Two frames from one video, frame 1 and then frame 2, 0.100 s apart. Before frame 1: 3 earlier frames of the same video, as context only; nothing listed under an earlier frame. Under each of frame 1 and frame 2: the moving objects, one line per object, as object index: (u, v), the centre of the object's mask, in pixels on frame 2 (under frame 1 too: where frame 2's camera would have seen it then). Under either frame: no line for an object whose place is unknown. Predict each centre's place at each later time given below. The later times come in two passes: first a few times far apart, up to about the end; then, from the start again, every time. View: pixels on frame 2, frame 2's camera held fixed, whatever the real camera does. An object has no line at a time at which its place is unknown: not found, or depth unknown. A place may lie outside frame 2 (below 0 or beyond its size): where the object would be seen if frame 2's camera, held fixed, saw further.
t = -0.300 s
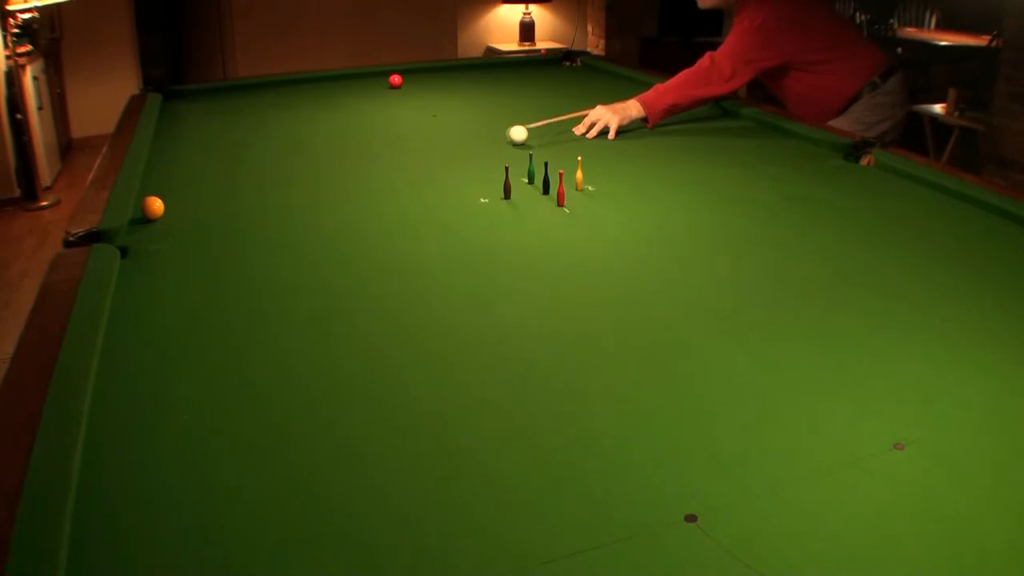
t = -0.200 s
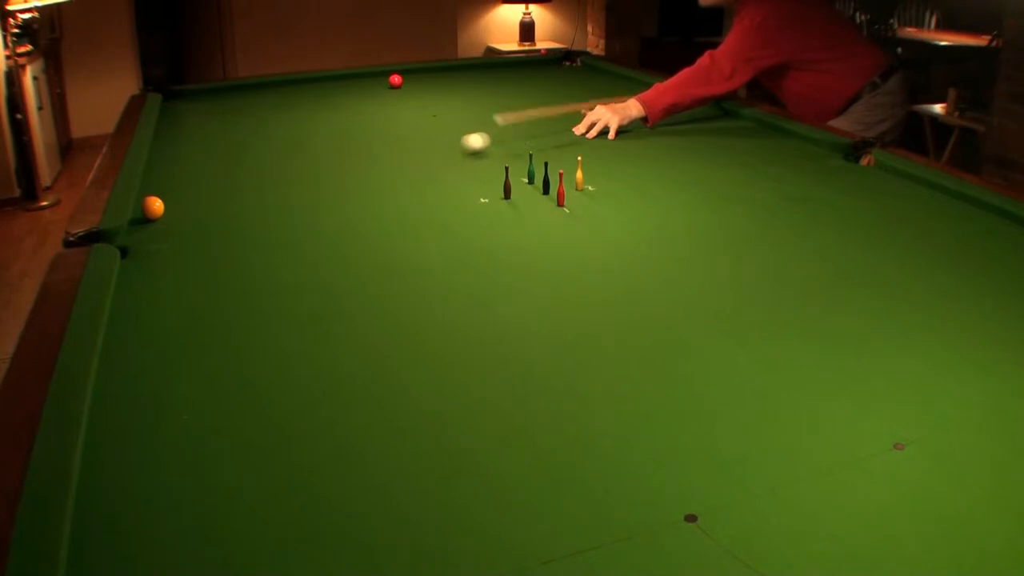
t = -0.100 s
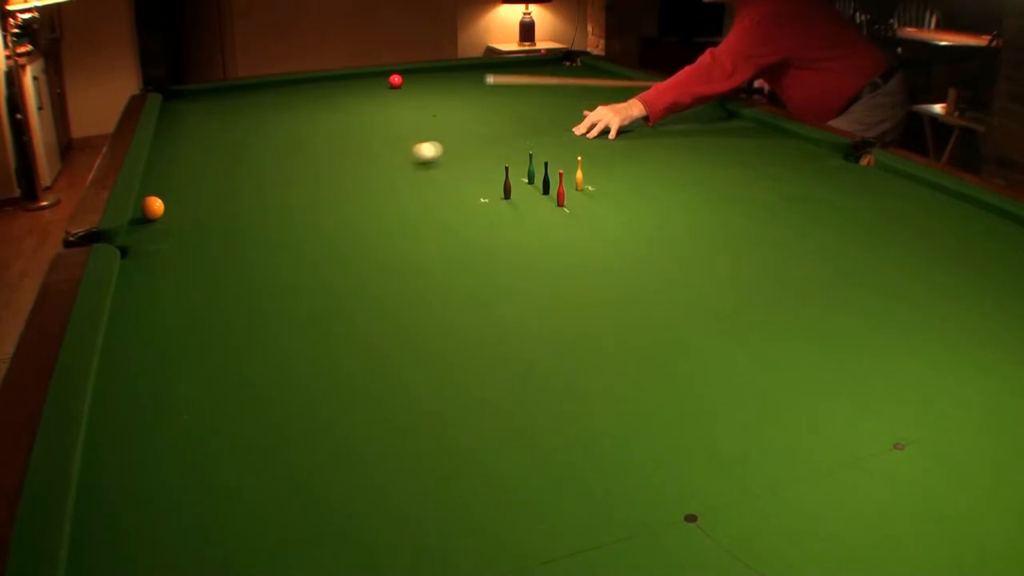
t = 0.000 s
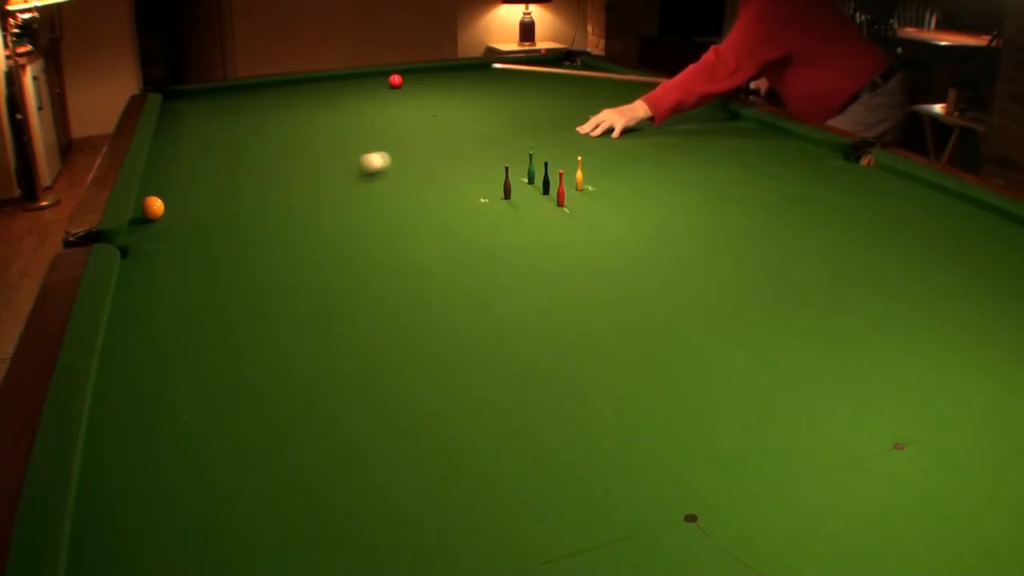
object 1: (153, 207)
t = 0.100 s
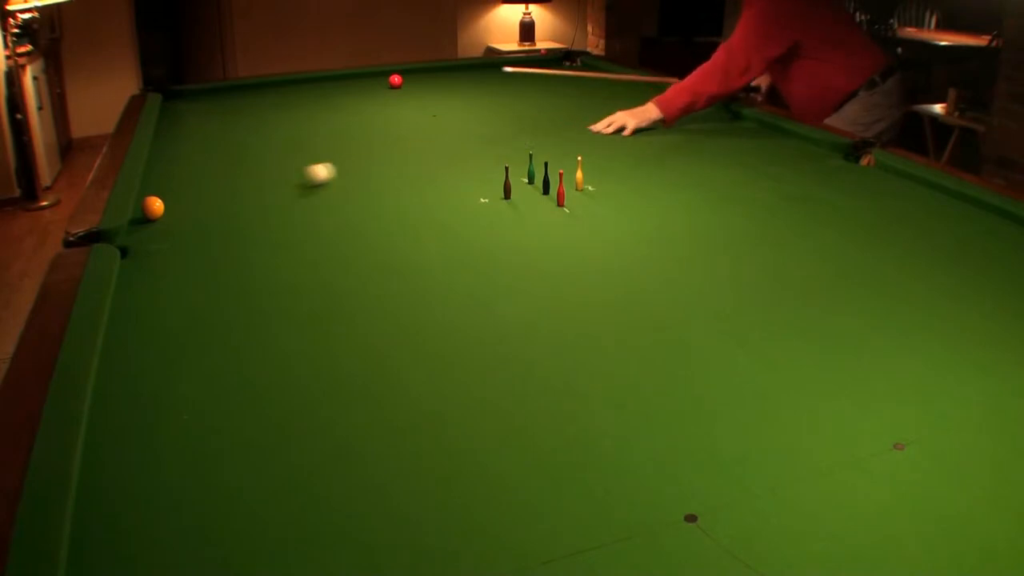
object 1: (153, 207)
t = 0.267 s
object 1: (153, 207)
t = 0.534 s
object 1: (212, 196)
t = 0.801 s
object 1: (302, 181)
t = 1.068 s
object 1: (384, 167)
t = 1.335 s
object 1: (458, 156)
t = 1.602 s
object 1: (522, 147)
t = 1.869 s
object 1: (580, 140)
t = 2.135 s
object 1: (631, 133)
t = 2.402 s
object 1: (676, 127)
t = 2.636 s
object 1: (710, 123)
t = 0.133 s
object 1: (153, 207)
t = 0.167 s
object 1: (153, 207)
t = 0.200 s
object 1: (153, 207)
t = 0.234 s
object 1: (153, 207)
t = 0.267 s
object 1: (153, 207)
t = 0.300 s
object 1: (153, 207)
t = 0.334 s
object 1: (151, 207)
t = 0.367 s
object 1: (148, 207)
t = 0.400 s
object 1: (159, 200)
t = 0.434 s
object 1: (179, 200)
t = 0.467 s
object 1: (189, 200)
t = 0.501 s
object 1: (201, 198)
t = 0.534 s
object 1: (212, 196)
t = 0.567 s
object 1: (224, 194)
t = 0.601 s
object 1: (235, 192)
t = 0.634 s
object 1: (247, 190)
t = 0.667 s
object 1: (258, 188)
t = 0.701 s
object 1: (269, 186)
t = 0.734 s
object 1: (281, 184)
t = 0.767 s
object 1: (291, 182)
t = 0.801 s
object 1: (302, 181)
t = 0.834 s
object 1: (313, 179)
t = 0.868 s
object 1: (324, 177)
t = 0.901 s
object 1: (334, 176)
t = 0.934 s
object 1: (345, 174)
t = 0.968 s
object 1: (355, 172)
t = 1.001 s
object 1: (364, 171)
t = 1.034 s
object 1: (374, 169)
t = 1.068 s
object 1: (384, 167)
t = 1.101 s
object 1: (394, 166)
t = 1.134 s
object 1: (404, 164)
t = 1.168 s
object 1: (413, 163)
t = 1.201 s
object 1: (422, 162)
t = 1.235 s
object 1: (431, 160)
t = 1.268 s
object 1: (440, 159)
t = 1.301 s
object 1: (449, 158)
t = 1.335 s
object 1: (458, 156)
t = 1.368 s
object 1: (466, 155)
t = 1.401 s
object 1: (474, 154)
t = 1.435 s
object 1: (483, 153)
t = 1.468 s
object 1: (491, 152)
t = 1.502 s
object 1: (499, 151)
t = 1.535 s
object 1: (507, 150)
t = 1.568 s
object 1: (515, 148)
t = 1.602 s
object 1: (522, 147)
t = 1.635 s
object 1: (530, 146)
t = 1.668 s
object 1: (538, 145)
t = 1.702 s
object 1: (545, 144)
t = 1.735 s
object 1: (552, 143)
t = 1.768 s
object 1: (559, 142)
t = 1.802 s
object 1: (566, 141)
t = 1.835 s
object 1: (573, 140)
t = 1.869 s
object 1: (580, 140)
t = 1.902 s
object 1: (587, 139)
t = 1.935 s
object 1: (594, 138)
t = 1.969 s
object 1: (600, 137)
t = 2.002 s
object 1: (606, 136)
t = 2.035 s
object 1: (613, 135)
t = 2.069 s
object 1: (619, 135)
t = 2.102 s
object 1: (625, 134)
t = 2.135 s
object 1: (631, 133)
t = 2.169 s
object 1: (636, 132)
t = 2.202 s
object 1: (642, 131)
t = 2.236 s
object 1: (648, 131)
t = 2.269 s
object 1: (654, 130)
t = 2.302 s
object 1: (660, 129)
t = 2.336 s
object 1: (665, 128)
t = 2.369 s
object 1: (670, 128)
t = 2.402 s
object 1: (676, 127)
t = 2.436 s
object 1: (681, 127)
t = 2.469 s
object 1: (686, 126)
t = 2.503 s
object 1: (691, 126)
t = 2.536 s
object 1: (696, 125)
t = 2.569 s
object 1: (701, 124)
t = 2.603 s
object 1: (706, 124)
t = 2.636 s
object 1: (710, 123)
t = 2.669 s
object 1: (715, 123)
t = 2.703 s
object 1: (720, 122)
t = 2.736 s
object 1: (724, 122)
